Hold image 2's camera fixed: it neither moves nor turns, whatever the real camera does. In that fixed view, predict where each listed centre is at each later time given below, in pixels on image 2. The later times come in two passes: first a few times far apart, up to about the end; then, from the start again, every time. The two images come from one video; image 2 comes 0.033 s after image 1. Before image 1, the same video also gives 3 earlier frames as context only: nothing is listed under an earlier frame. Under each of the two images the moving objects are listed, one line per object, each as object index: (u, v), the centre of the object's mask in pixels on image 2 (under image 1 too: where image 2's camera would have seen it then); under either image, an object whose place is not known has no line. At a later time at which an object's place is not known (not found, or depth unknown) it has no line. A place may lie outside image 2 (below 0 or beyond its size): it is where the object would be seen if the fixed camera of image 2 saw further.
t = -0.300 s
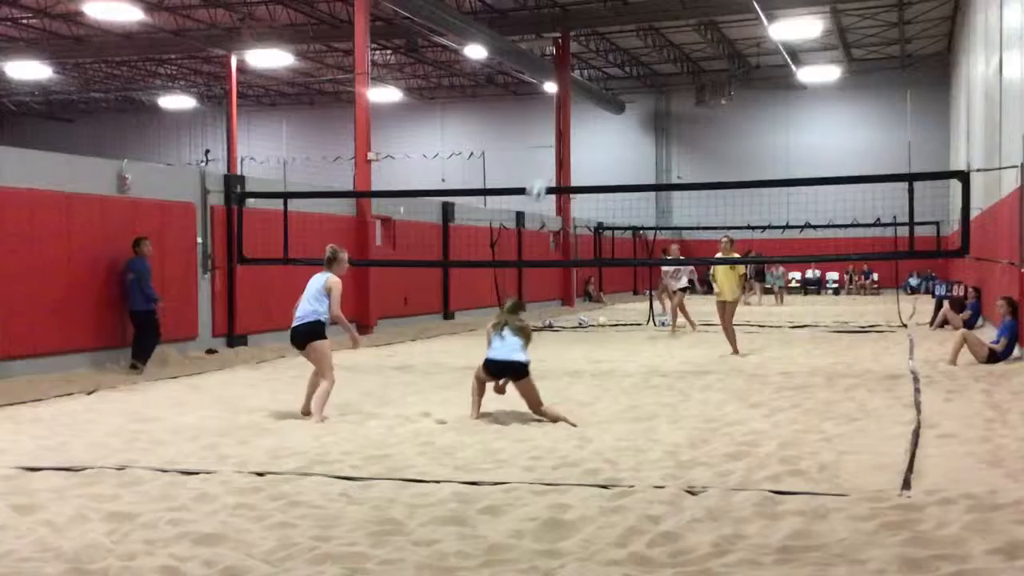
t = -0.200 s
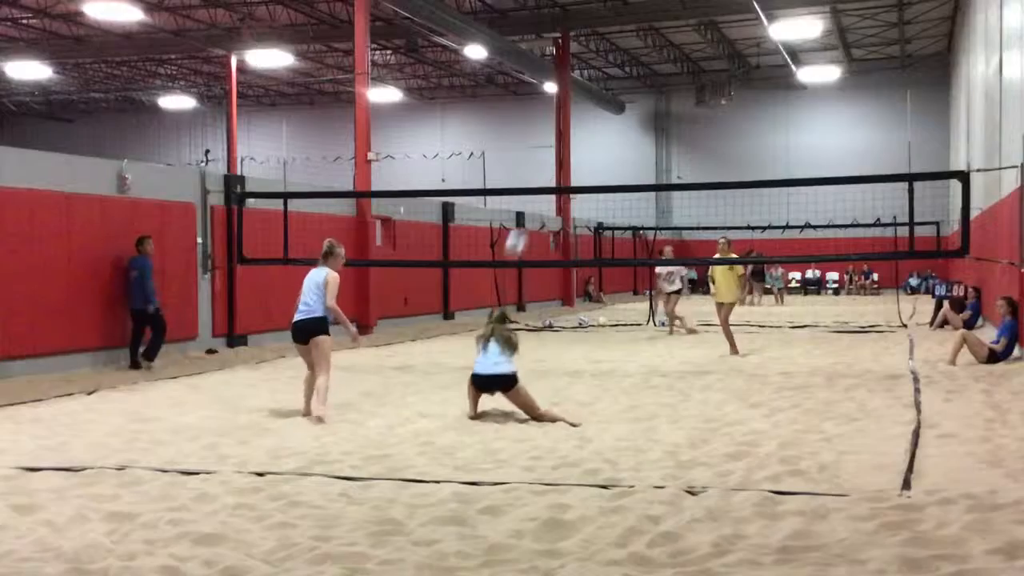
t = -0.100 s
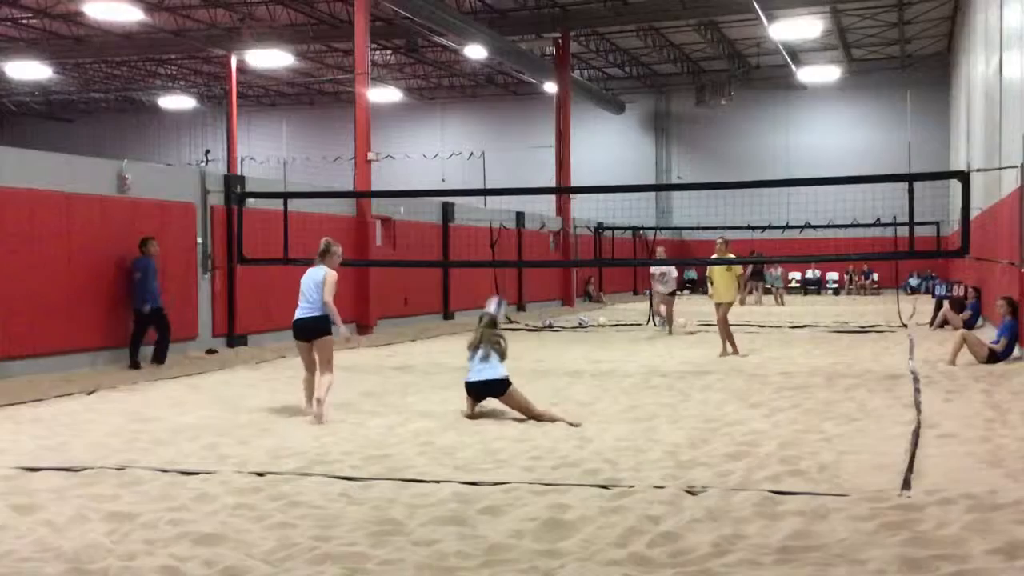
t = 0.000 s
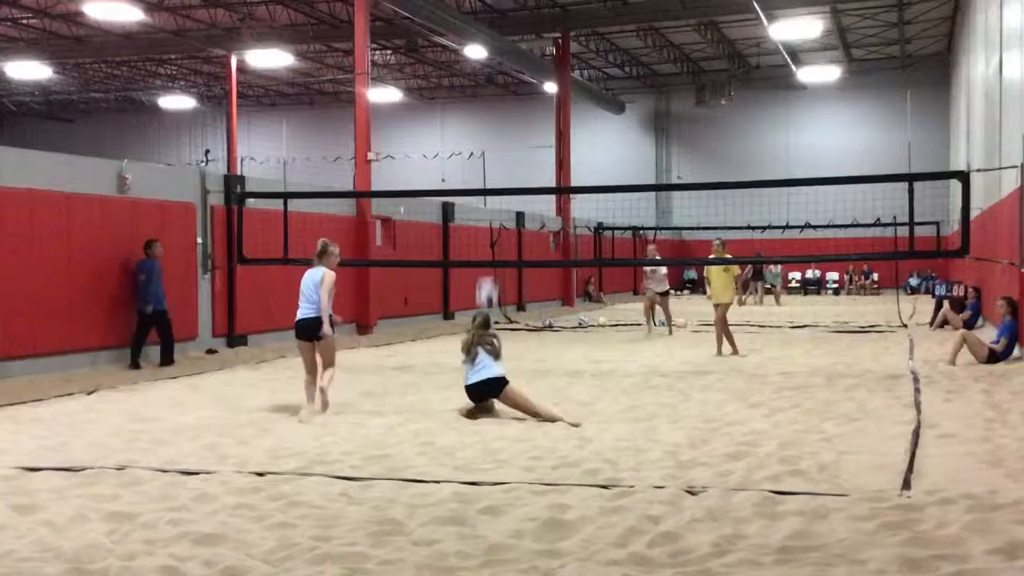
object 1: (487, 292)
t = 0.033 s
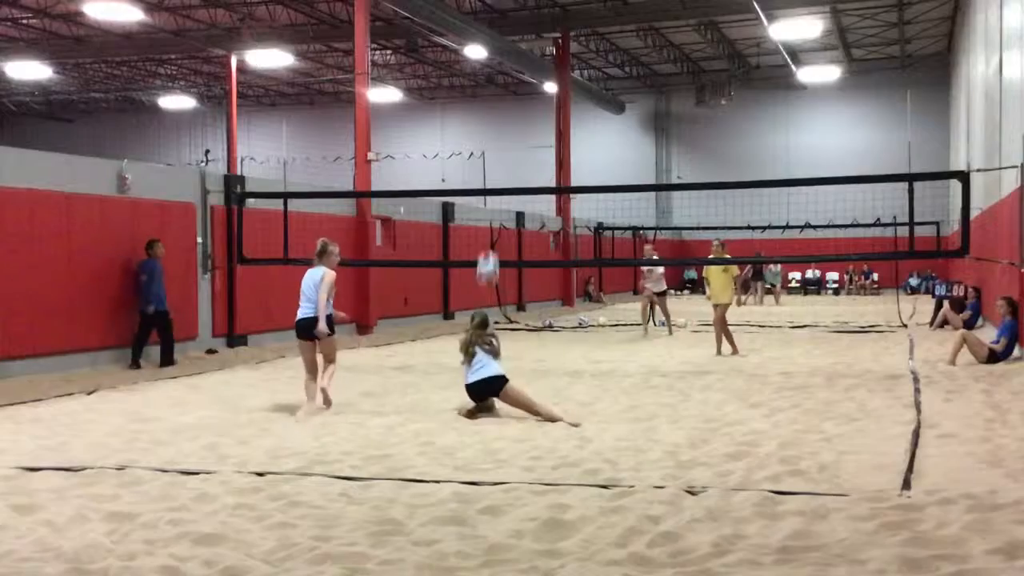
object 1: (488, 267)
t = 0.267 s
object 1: (496, 130)
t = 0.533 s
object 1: (505, 60)
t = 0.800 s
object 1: (513, 58)
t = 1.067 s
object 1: (521, 115)
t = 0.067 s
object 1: (488, 243)
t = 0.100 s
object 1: (490, 221)
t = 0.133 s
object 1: (491, 199)
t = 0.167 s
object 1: (492, 180)
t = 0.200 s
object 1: (493, 161)
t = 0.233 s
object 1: (495, 144)
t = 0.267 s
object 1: (496, 130)
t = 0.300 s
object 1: (497, 115)
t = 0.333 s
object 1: (498, 105)
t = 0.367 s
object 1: (499, 95)
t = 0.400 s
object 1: (501, 85)
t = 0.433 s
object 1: (502, 76)
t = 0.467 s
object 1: (503, 71)
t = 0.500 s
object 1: (504, 65)
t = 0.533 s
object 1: (505, 60)
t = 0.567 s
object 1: (506, 56)
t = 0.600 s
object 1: (507, 54)
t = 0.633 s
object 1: (508, 52)
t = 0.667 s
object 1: (509, 51)
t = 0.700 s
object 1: (510, 51)
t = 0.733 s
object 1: (511, 53)
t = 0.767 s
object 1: (512, 55)
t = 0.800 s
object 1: (513, 58)
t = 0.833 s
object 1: (514, 62)
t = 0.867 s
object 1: (515, 67)
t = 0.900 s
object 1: (516, 73)
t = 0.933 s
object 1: (517, 80)
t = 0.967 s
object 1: (518, 88)
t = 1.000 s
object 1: (519, 95)
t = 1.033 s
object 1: (520, 104)
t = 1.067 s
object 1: (521, 115)
